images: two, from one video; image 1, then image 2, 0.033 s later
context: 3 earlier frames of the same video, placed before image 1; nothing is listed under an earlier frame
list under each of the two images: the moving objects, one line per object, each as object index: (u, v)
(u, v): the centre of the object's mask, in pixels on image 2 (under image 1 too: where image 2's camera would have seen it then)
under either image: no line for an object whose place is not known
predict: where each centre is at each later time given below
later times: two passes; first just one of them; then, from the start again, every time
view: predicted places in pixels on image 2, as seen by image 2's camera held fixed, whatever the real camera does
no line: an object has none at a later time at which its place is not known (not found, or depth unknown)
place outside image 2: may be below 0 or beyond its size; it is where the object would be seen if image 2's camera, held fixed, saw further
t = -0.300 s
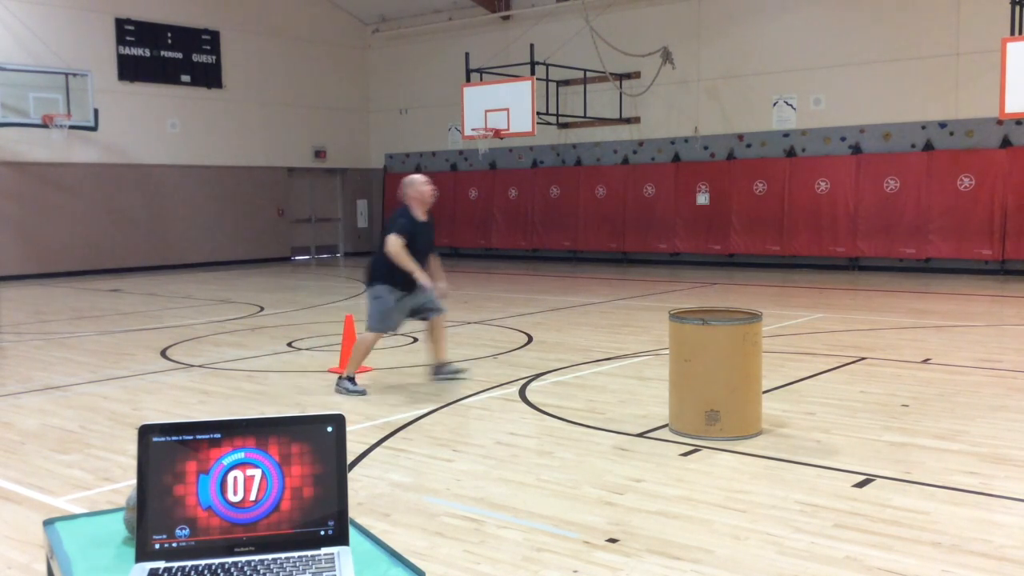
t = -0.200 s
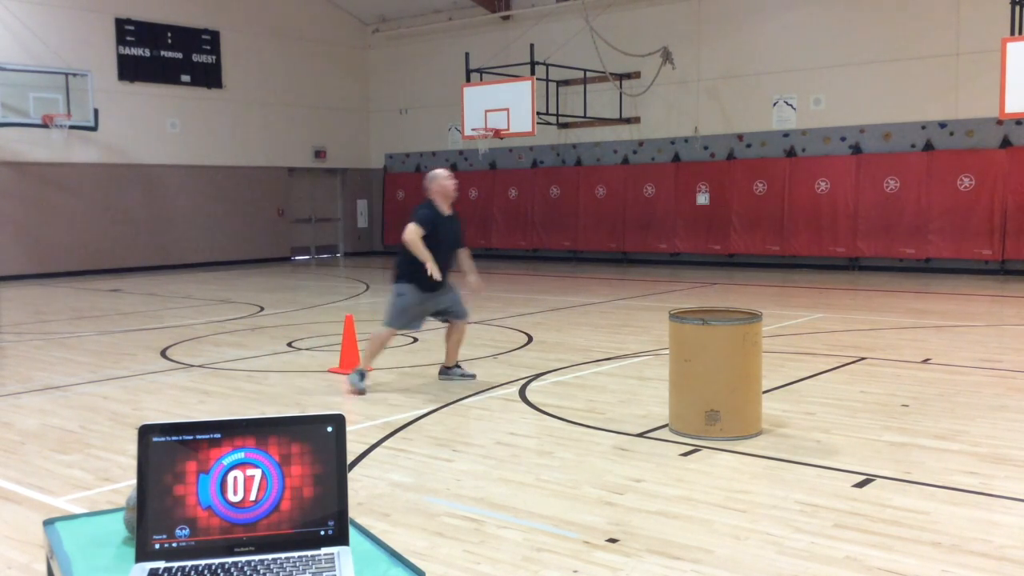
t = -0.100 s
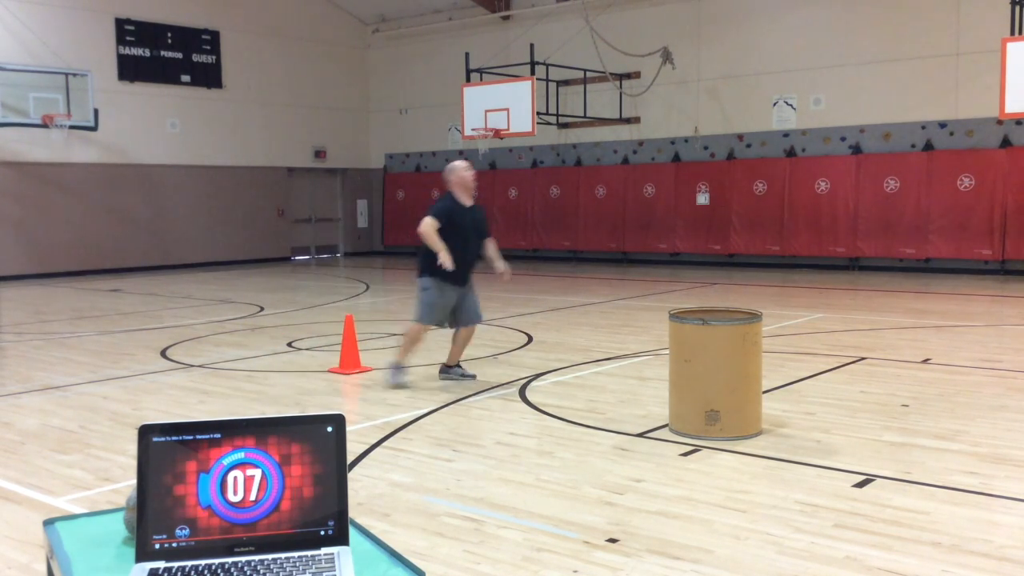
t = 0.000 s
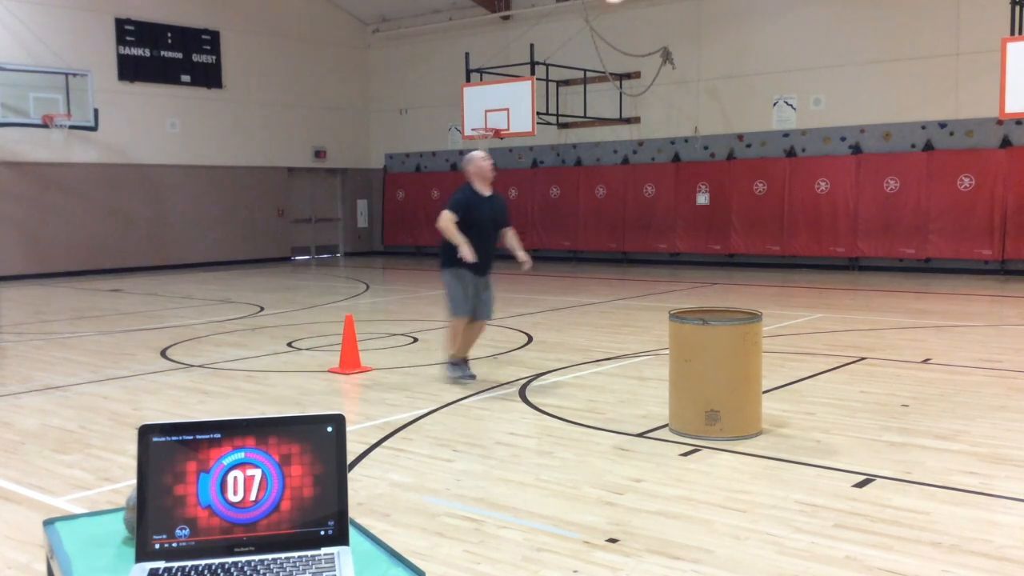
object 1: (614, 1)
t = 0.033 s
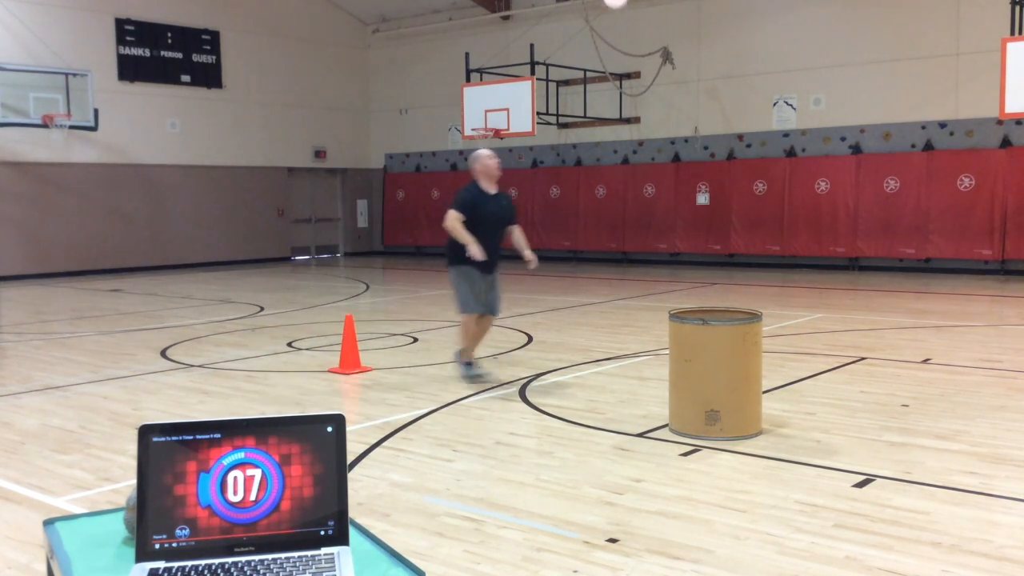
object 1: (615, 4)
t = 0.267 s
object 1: (624, 35)
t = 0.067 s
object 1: (617, 6)
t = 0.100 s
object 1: (618, 9)
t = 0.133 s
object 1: (619, 12)
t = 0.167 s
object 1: (620, 16)
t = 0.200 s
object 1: (622, 22)
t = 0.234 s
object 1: (623, 28)
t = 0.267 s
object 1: (624, 35)
